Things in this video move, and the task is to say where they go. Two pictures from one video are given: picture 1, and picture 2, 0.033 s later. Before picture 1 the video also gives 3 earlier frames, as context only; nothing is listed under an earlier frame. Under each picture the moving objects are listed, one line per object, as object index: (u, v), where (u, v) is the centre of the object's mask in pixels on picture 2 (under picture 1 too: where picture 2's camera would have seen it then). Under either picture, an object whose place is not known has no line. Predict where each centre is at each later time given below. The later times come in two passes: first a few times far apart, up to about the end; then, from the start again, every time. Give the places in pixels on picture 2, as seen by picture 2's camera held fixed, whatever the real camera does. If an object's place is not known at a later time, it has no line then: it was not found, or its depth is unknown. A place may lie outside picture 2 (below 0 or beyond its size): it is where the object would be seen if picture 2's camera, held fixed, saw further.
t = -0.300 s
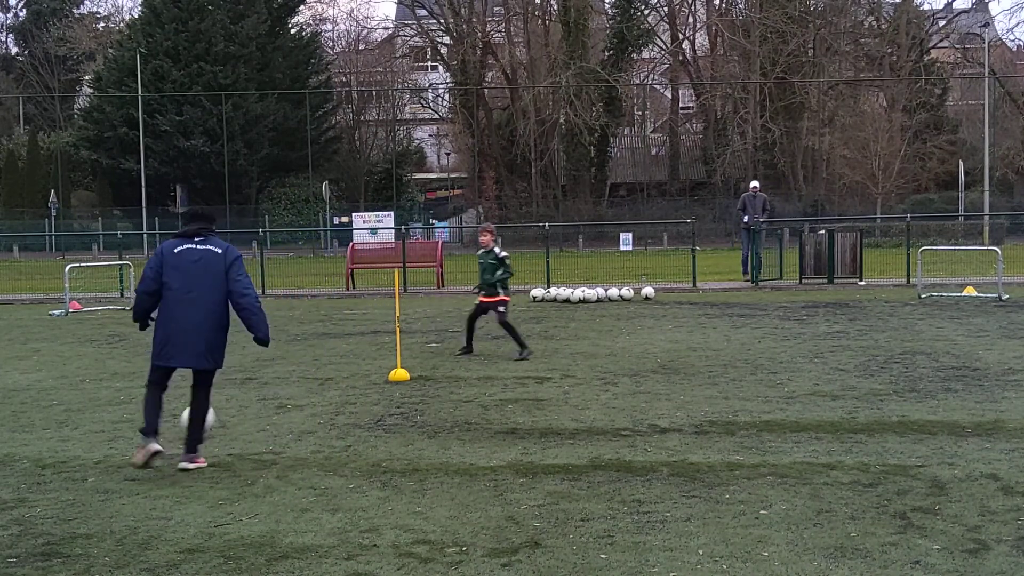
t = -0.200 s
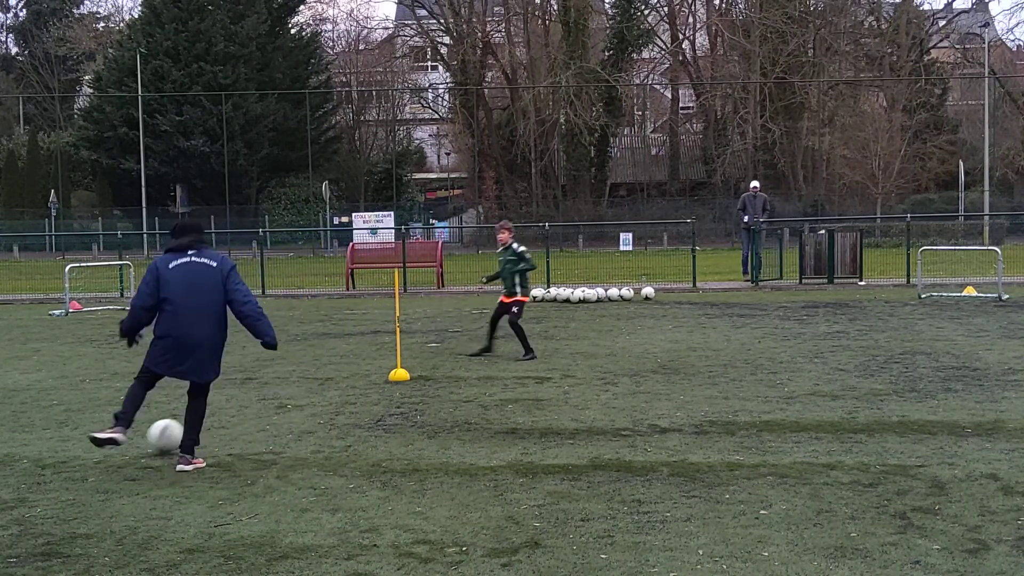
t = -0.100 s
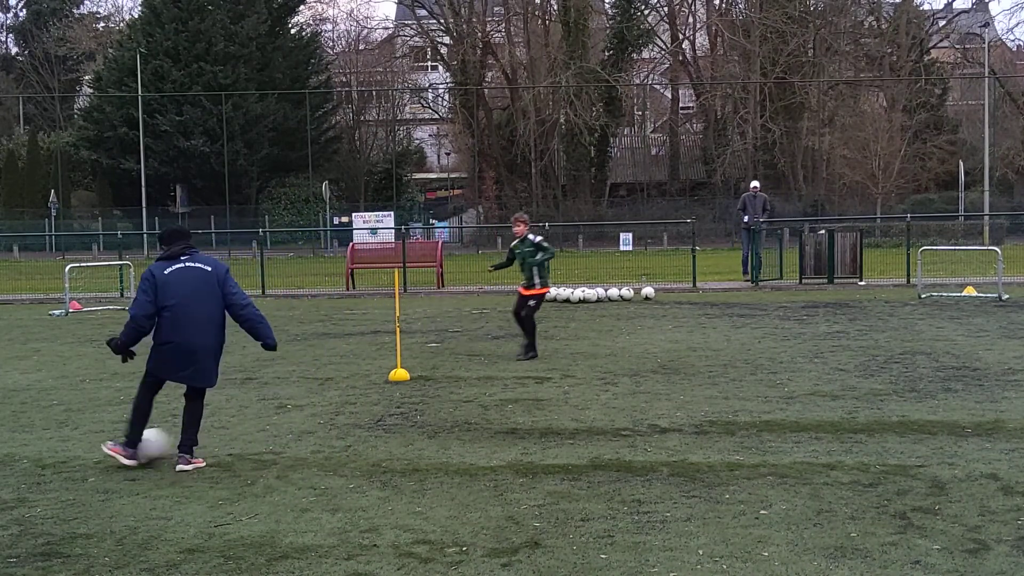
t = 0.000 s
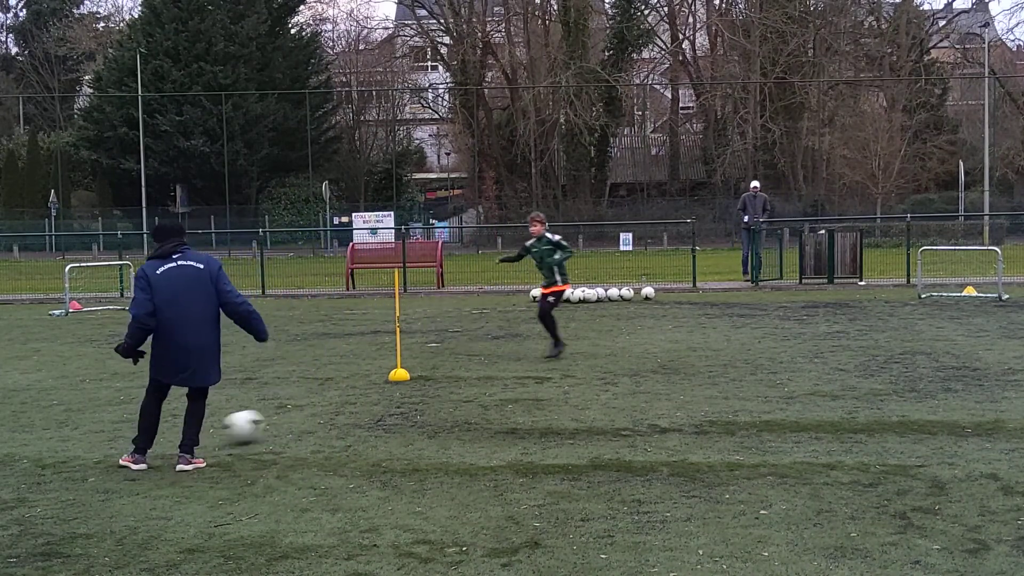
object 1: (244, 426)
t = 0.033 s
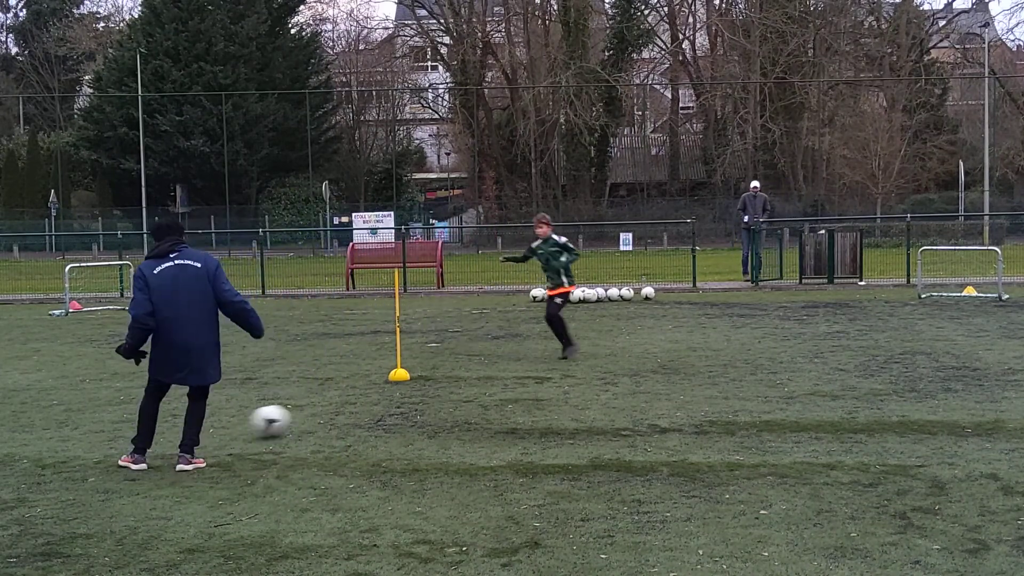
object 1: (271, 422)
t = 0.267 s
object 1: (417, 389)
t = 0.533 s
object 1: (522, 371)
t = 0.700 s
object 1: (569, 363)
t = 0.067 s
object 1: (297, 418)
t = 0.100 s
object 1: (319, 411)
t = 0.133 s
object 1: (340, 405)
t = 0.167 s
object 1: (361, 403)
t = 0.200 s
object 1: (382, 399)
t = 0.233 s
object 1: (398, 395)
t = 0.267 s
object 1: (417, 389)
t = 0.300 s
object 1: (432, 385)
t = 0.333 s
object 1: (447, 383)
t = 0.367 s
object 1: (462, 383)
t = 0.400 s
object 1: (475, 379)
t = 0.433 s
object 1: (488, 377)
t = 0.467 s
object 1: (500, 375)
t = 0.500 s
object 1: (511, 374)
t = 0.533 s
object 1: (522, 371)
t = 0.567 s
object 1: (533, 368)
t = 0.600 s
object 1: (543, 368)
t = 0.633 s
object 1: (552, 366)
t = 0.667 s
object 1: (561, 363)
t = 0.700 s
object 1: (569, 363)
